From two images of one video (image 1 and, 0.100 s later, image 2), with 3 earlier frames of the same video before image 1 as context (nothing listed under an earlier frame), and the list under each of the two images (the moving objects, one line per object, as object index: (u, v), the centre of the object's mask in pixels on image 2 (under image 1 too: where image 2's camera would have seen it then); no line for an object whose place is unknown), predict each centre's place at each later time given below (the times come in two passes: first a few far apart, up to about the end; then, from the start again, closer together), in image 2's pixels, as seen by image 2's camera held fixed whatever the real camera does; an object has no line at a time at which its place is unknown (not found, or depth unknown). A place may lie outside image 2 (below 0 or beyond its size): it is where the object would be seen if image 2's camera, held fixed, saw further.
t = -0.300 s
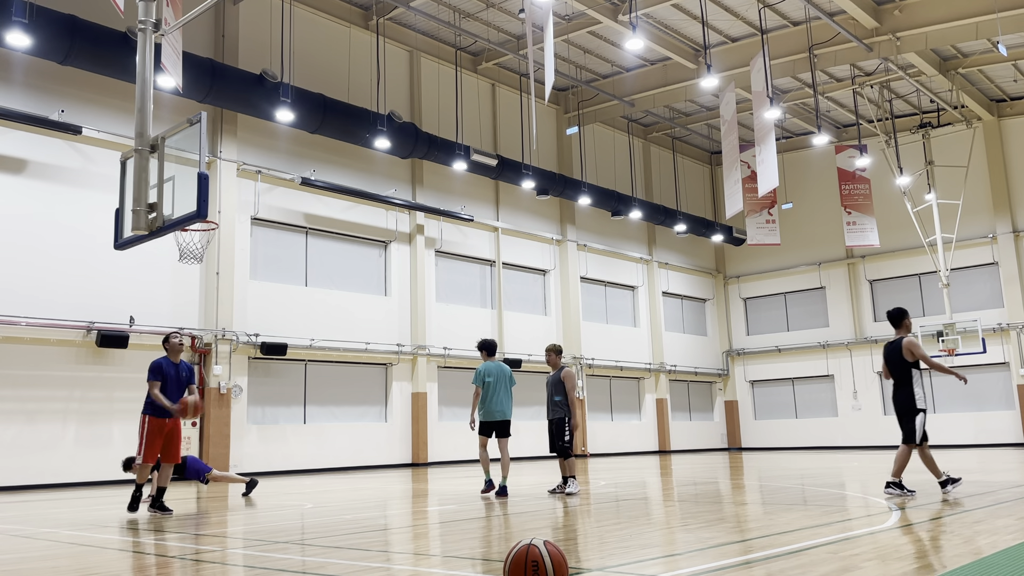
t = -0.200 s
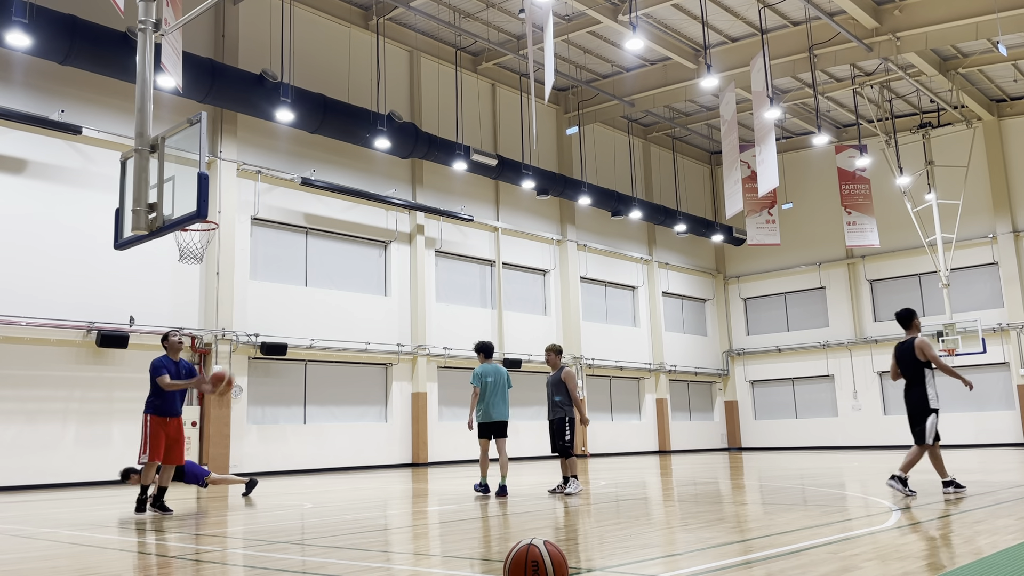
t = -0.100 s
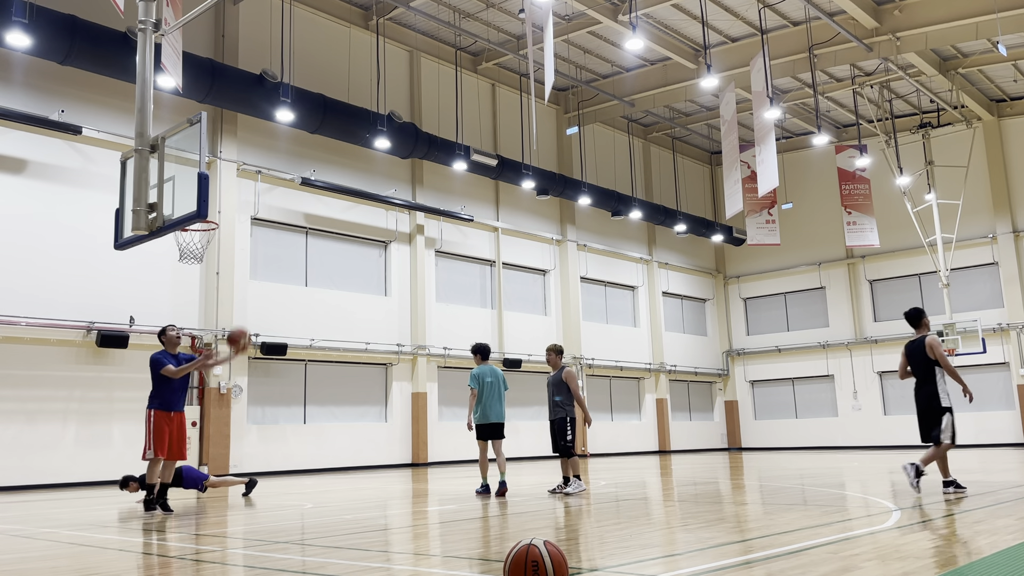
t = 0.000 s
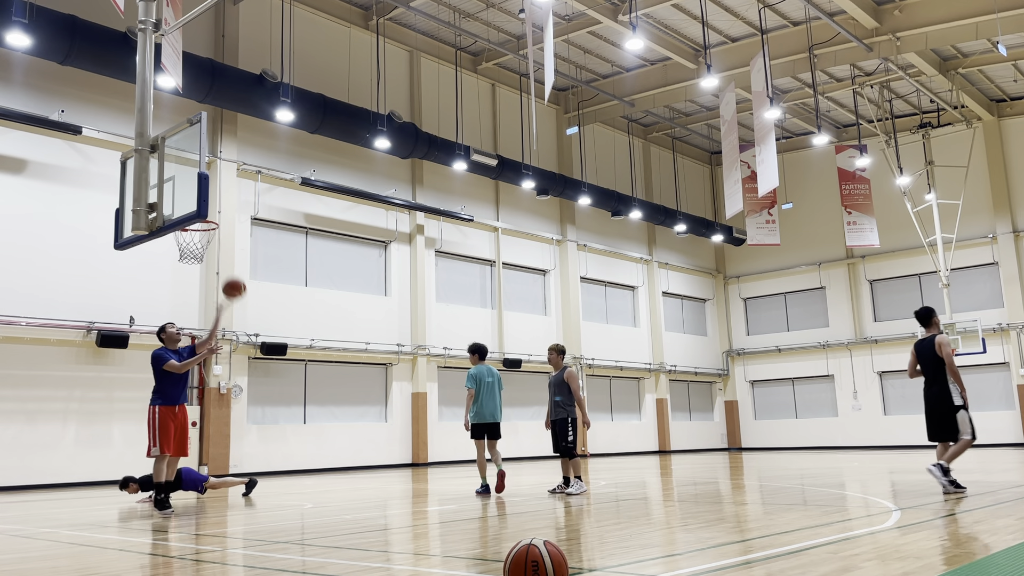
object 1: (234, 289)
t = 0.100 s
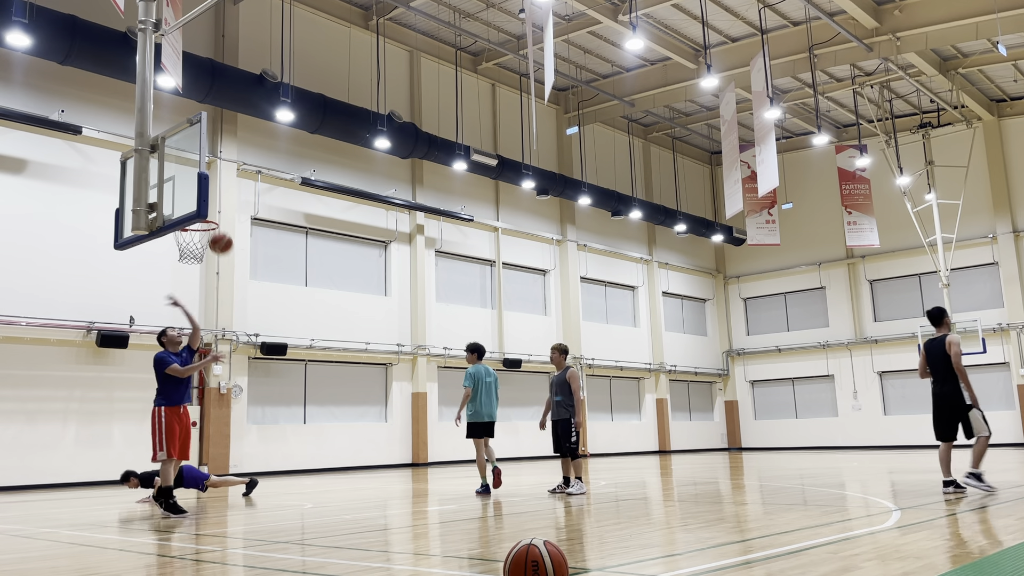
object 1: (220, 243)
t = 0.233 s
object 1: (194, 198)
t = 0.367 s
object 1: (194, 189)
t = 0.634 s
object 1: (221, 214)
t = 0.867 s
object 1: (254, 249)
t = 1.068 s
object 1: (282, 320)
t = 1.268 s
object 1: (309, 434)
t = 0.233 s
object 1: (194, 198)
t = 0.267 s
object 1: (192, 190)
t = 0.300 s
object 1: (193, 188)
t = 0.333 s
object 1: (193, 188)
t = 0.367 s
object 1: (194, 189)
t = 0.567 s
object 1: (215, 213)
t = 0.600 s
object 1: (217, 213)
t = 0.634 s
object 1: (221, 214)
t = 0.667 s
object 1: (226, 216)
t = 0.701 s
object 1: (230, 219)
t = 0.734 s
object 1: (235, 223)
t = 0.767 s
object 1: (240, 228)
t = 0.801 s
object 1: (244, 234)
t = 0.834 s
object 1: (249, 241)
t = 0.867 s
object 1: (254, 249)
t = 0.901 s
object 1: (258, 258)
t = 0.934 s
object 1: (263, 268)
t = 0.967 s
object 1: (268, 279)
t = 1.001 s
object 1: (272, 292)
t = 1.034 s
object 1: (277, 305)
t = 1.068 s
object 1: (282, 320)
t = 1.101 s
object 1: (286, 336)
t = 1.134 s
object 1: (290, 353)
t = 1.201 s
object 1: (300, 392)
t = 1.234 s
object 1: (304, 413)
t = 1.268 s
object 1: (309, 434)
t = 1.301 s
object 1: (313, 458)
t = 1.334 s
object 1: (318, 483)
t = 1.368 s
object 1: (322, 493)
